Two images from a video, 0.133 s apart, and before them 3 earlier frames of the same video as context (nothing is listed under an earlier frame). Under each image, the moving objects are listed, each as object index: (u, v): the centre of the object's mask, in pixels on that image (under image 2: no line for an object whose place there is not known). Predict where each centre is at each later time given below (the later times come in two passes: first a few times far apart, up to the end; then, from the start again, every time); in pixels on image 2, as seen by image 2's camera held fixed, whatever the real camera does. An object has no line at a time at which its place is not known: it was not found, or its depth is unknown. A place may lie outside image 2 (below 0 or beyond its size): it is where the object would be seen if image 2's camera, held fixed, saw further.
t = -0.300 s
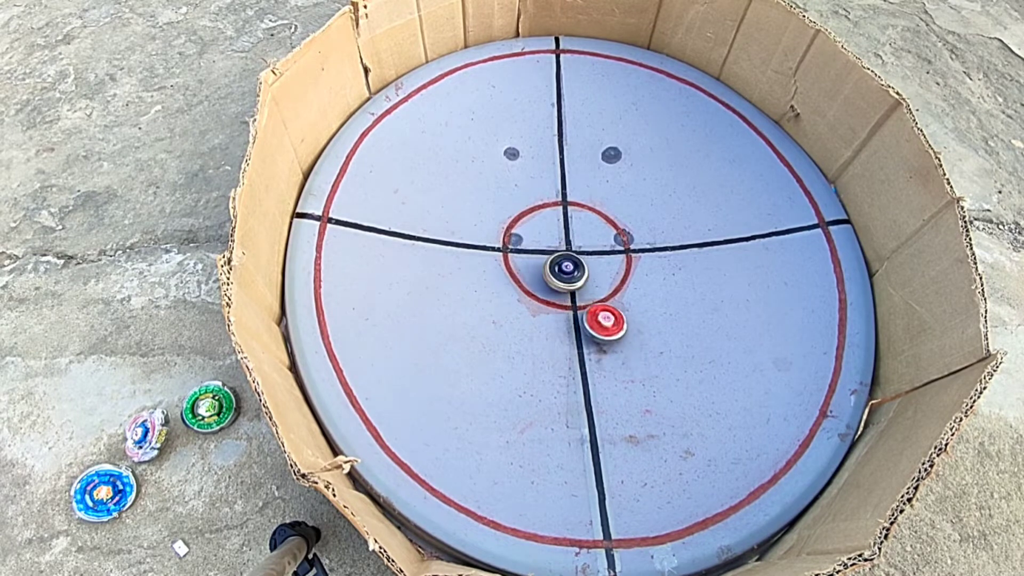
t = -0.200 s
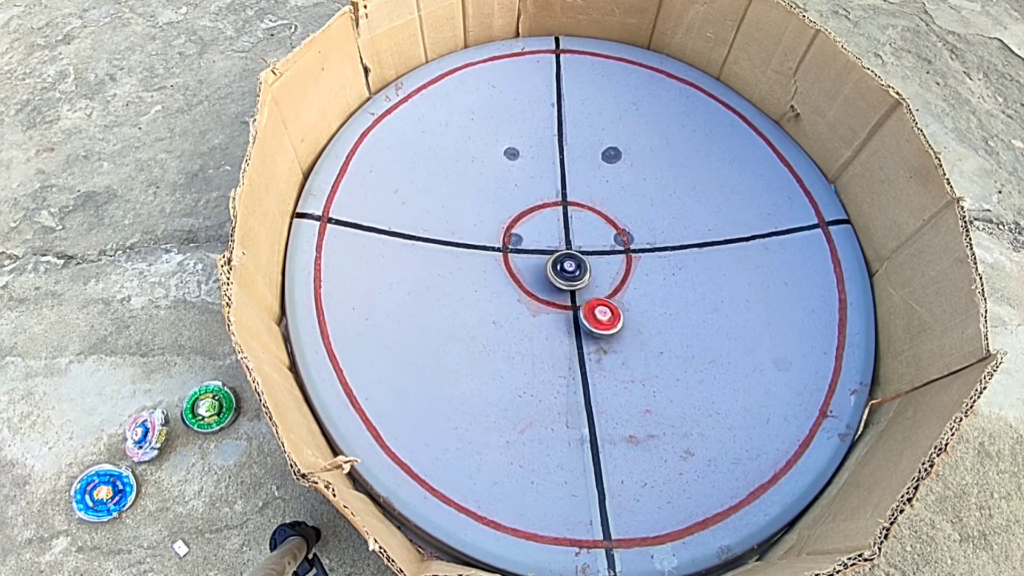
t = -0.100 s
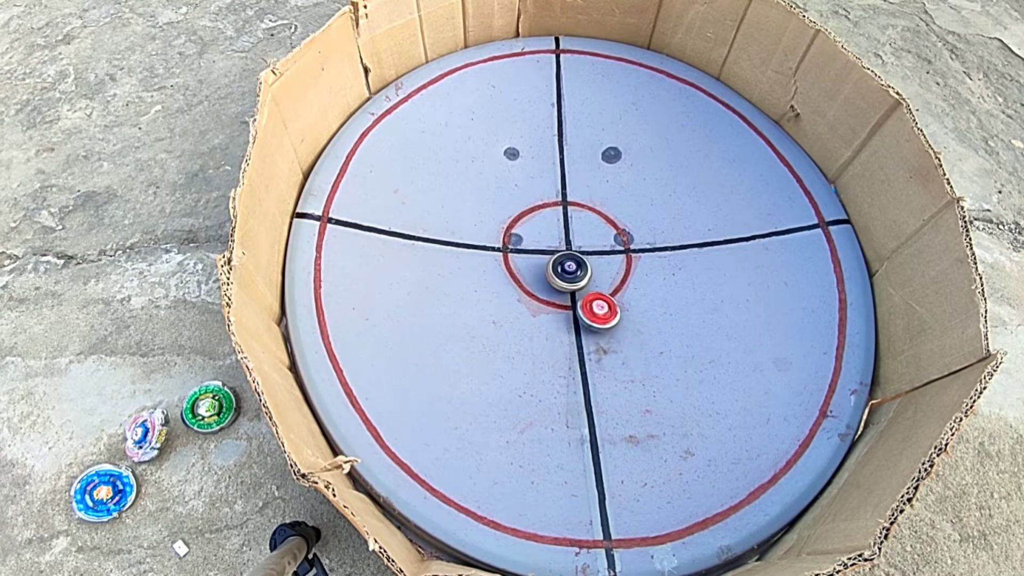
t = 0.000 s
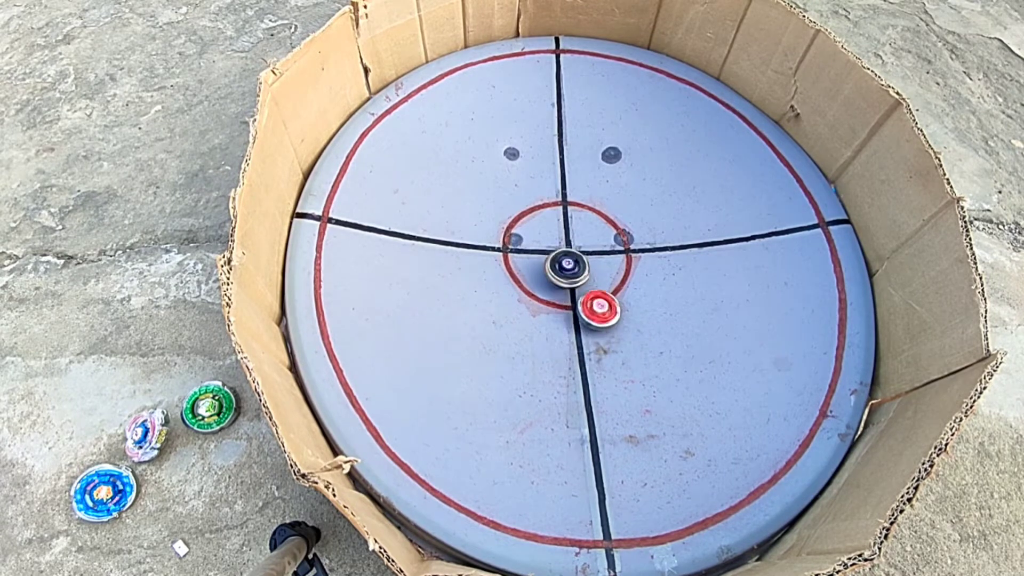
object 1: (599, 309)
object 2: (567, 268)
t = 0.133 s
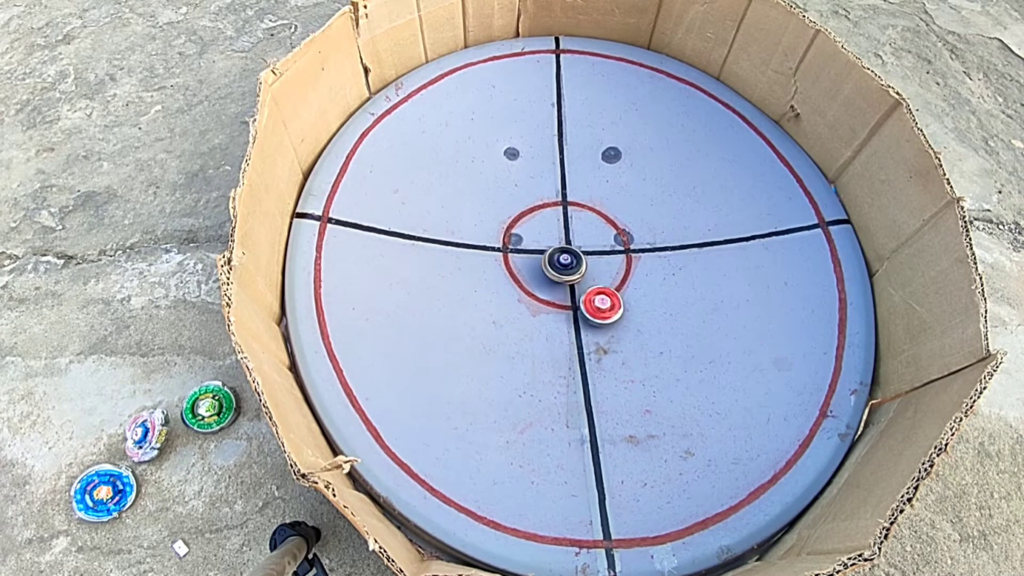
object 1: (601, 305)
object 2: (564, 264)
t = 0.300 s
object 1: (602, 299)
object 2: (565, 264)
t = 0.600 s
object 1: (607, 293)
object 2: (558, 268)
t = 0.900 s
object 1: (608, 292)
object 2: (543, 274)
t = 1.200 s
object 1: (599, 292)
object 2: (540, 284)
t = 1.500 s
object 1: (589, 290)
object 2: (543, 289)
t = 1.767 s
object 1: (591, 286)
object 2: (529, 285)
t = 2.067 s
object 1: (598, 282)
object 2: (537, 278)
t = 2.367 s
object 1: (596, 280)
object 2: (553, 282)
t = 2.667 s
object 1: (590, 282)
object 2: (550, 292)
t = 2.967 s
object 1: (585, 293)
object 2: (535, 286)
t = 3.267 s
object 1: (581, 297)
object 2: (540, 273)
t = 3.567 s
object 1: (575, 298)
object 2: (559, 253)
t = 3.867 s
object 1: (571, 294)
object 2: (574, 236)
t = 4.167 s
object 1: (574, 290)
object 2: (584, 233)
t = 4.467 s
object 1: (580, 288)
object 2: (593, 232)
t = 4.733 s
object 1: (583, 291)
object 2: (585, 234)
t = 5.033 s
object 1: (583, 293)
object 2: (582, 232)
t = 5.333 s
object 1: (579, 293)
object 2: (592, 233)
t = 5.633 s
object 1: (577, 291)
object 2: (589, 234)
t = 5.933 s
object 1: (578, 290)
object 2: (583, 233)
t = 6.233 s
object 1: (580, 289)
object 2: (582, 233)
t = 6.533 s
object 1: (581, 288)
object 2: (582, 233)
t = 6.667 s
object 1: (581, 289)
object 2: (582, 233)
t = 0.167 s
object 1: (602, 304)
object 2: (564, 264)
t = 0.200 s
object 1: (602, 302)
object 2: (563, 264)
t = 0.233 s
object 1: (602, 301)
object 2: (563, 264)
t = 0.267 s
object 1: (602, 300)
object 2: (564, 264)
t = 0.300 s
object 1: (602, 299)
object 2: (565, 264)
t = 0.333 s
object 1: (603, 298)
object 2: (565, 264)
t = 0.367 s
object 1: (603, 297)
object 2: (565, 265)
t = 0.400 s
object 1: (603, 295)
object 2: (564, 266)
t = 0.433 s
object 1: (604, 294)
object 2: (565, 268)
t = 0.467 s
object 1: (604, 293)
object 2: (565, 268)
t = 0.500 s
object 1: (605, 294)
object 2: (563, 267)
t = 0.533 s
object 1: (606, 293)
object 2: (561, 268)
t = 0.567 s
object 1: (607, 293)
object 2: (560, 268)
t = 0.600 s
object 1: (607, 293)
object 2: (558, 268)
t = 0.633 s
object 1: (609, 293)
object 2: (556, 268)
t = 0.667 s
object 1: (609, 293)
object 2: (554, 268)
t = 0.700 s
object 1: (609, 293)
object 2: (551, 269)
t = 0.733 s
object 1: (610, 293)
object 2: (551, 270)
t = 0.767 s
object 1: (609, 292)
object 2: (548, 270)
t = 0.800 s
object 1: (609, 292)
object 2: (545, 271)
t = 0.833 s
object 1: (609, 292)
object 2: (544, 273)
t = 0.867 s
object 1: (608, 292)
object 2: (543, 274)
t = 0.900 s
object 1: (608, 292)
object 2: (543, 274)
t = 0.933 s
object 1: (607, 292)
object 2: (541, 276)
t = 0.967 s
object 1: (606, 293)
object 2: (541, 276)
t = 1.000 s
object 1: (606, 293)
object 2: (541, 279)
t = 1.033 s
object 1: (605, 292)
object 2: (540, 279)
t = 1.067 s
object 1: (604, 292)
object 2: (540, 280)
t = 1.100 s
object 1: (603, 292)
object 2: (540, 282)
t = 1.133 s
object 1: (601, 292)
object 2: (540, 282)
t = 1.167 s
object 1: (601, 292)
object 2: (540, 283)
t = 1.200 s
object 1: (599, 292)
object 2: (540, 284)
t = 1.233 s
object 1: (598, 292)
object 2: (541, 285)
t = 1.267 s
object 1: (597, 292)
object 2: (542, 286)
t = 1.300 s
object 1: (595, 292)
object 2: (542, 285)
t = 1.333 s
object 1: (593, 292)
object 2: (543, 287)
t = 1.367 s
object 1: (592, 291)
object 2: (544, 288)
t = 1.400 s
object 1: (591, 291)
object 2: (544, 287)
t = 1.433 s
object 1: (589, 290)
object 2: (544, 288)
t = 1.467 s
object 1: (589, 291)
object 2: (543, 289)
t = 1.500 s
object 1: (589, 290)
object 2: (543, 289)
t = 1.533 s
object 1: (588, 290)
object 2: (542, 289)
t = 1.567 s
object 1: (587, 289)
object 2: (542, 289)
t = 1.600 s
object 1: (587, 289)
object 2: (541, 290)
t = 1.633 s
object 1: (585, 288)
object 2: (540, 289)
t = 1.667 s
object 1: (583, 287)
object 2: (538, 289)
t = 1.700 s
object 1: (587, 287)
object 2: (535, 288)
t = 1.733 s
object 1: (590, 286)
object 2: (532, 287)
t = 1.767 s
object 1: (591, 286)
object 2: (529, 285)
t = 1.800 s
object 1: (592, 286)
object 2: (528, 284)
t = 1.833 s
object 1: (593, 285)
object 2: (529, 282)
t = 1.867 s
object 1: (593, 285)
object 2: (529, 281)
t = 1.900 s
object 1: (595, 284)
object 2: (530, 280)
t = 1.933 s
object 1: (596, 283)
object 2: (532, 279)
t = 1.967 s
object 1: (597, 283)
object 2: (532, 278)
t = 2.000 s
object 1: (597, 283)
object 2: (534, 278)
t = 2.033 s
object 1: (597, 283)
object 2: (537, 278)
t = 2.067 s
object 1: (598, 282)
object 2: (537, 278)
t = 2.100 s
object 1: (598, 282)
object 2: (539, 278)
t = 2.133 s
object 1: (599, 282)
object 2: (540, 277)
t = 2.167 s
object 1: (598, 282)
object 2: (541, 278)
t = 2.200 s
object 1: (599, 282)
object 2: (543, 279)
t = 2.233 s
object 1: (598, 281)
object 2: (545, 278)
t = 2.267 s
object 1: (598, 281)
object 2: (547, 280)
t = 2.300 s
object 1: (598, 280)
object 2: (549, 281)
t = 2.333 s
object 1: (597, 281)
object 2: (551, 281)
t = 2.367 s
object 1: (596, 280)
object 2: (553, 282)
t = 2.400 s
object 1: (596, 280)
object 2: (556, 284)
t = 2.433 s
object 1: (595, 279)
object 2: (553, 285)
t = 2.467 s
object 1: (594, 278)
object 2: (553, 288)
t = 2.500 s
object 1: (593, 278)
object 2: (553, 289)
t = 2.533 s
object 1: (592, 279)
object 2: (553, 290)
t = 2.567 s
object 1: (591, 279)
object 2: (553, 291)
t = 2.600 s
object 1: (590, 280)
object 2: (552, 291)
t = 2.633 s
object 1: (590, 280)
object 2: (551, 293)
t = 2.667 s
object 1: (590, 282)
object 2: (550, 292)
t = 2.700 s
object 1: (589, 282)
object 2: (547, 292)
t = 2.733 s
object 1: (588, 284)
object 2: (547, 291)
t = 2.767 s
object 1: (587, 285)
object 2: (545, 291)
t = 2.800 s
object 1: (589, 286)
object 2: (540, 290)
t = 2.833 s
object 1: (589, 288)
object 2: (536, 289)
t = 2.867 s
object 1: (588, 290)
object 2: (534, 289)
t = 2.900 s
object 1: (587, 291)
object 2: (533, 288)
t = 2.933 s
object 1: (586, 292)
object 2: (533, 287)
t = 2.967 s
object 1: (585, 293)
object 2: (535, 286)
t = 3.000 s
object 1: (583, 293)
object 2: (535, 285)
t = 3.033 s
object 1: (583, 293)
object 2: (537, 284)
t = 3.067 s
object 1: (581, 294)
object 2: (537, 284)
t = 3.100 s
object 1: (584, 296)
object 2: (536, 282)
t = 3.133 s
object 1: (583, 296)
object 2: (534, 280)
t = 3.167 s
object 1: (583, 296)
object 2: (535, 278)
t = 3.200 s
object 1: (583, 297)
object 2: (536, 276)
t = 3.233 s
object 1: (581, 297)
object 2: (538, 274)
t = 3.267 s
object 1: (581, 297)
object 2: (540, 273)
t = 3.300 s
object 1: (580, 298)
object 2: (543, 271)
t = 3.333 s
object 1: (579, 297)
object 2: (544, 269)
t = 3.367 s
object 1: (579, 298)
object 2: (547, 268)
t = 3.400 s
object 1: (578, 297)
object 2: (548, 266)
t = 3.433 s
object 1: (578, 298)
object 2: (552, 263)
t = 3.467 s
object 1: (577, 298)
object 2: (554, 261)
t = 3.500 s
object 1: (577, 298)
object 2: (556, 258)
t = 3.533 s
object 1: (575, 298)
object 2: (558, 256)
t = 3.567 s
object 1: (575, 298)
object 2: (559, 253)
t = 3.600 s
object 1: (575, 298)
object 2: (561, 250)
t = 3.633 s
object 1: (574, 297)
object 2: (563, 248)
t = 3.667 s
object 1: (574, 297)
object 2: (565, 245)
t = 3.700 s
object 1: (573, 296)
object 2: (567, 243)
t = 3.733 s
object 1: (573, 296)
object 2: (569, 241)
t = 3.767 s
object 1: (572, 296)
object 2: (570, 239)
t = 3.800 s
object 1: (572, 295)
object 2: (571, 238)
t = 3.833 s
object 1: (572, 295)
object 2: (572, 236)
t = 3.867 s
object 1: (571, 294)
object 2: (574, 236)
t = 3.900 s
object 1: (572, 293)
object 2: (575, 234)
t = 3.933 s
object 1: (571, 293)
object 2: (578, 234)
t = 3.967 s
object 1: (572, 292)
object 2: (578, 233)
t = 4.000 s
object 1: (572, 292)
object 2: (579, 233)
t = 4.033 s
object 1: (572, 292)
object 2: (580, 233)
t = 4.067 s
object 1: (573, 291)
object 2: (581, 233)
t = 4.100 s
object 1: (573, 291)
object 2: (583, 233)
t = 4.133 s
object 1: (575, 290)
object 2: (584, 233)
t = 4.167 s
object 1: (574, 290)
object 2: (584, 233)
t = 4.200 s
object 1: (575, 289)
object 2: (585, 234)
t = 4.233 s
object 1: (576, 289)
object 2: (585, 234)
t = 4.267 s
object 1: (576, 289)
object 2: (586, 234)
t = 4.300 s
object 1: (577, 289)
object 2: (587, 234)
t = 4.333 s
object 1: (577, 289)
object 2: (589, 234)
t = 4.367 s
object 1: (578, 288)
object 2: (590, 234)
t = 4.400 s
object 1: (579, 289)
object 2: (592, 233)
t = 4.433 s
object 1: (579, 288)
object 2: (593, 232)
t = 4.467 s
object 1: (580, 288)
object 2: (593, 232)
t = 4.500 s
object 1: (580, 289)
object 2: (594, 232)
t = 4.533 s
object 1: (581, 289)
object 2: (594, 232)
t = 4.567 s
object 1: (582, 289)
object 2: (593, 232)
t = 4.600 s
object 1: (582, 289)
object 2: (592, 233)
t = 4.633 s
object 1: (583, 289)
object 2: (591, 234)
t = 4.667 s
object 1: (582, 290)
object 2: (589, 234)
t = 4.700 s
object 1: (583, 290)
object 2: (587, 234)
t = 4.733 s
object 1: (583, 291)
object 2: (585, 234)
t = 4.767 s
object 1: (583, 291)
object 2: (584, 233)
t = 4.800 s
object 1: (584, 291)
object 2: (583, 233)
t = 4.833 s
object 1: (583, 291)
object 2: (582, 232)
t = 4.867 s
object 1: (584, 291)
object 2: (581, 232)
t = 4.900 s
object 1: (584, 292)
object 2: (580, 232)
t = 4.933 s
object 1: (584, 292)
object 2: (580, 231)
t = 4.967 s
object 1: (584, 293)
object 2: (580, 231)
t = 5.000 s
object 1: (583, 293)
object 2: (581, 232)
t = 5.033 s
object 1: (583, 293)
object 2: (582, 232)
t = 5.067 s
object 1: (583, 294)
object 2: (583, 233)
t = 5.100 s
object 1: (583, 293)
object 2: (584, 233)
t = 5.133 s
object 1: (583, 294)
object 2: (585, 234)
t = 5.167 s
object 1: (581, 294)
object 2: (586, 234)
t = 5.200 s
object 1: (581, 293)
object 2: (588, 234)
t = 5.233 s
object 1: (581, 294)
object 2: (589, 234)
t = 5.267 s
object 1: (580, 293)
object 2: (591, 234)
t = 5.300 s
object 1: (580, 293)
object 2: (592, 233)
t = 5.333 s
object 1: (579, 293)
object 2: (592, 233)
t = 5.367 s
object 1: (579, 293)
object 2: (592, 233)
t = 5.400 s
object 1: (579, 293)
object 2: (593, 233)
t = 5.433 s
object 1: (577, 293)
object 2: (593, 233)
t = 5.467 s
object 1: (578, 293)
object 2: (592, 233)
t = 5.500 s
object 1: (577, 293)
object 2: (592, 233)
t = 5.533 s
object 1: (577, 292)
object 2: (592, 233)
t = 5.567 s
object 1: (577, 292)
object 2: (591, 234)
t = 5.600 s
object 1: (576, 292)
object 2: (590, 234)
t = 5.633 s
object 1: (577, 291)
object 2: (589, 234)
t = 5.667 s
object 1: (577, 291)
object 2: (587, 234)
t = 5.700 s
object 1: (577, 291)
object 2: (586, 234)
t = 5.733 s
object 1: (578, 291)
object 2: (585, 234)
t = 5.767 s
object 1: (577, 290)
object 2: (584, 233)
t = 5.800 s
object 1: (577, 290)
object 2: (584, 233)
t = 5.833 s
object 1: (578, 290)
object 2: (583, 233)
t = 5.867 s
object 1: (577, 290)
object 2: (583, 233)
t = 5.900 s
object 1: (578, 289)
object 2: (583, 233)
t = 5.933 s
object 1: (578, 290)
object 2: (583, 233)
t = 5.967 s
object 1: (578, 289)
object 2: (582, 233)
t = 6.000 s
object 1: (579, 289)
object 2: (582, 233)
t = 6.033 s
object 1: (579, 289)
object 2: (582, 233)
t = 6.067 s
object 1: (579, 288)
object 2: (582, 233)
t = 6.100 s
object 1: (580, 289)
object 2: (582, 233)
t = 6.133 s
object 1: (580, 289)
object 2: (582, 233)
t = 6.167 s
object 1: (581, 289)
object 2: (582, 233)
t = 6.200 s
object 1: (581, 289)
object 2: (582, 233)
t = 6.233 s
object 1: (580, 289)
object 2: (582, 233)
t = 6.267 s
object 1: (582, 289)
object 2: (582, 233)
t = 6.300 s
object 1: (581, 289)
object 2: (582, 233)
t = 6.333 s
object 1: (581, 289)
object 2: (582, 233)
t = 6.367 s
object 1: (582, 289)
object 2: (582, 233)
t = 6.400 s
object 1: (581, 289)
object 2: (582, 233)
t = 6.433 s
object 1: (581, 288)
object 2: (582, 233)
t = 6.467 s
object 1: (582, 289)
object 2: (582, 233)
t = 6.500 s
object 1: (581, 289)
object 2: (582, 233)
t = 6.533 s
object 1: (581, 288)
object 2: (582, 233)
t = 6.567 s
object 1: (582, 289)
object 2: (582, 233)
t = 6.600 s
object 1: (580, 289)
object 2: (582, 233)
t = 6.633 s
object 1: (581, 288)
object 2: (582, 233)
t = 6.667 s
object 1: (581, 289)
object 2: (582, 233)
